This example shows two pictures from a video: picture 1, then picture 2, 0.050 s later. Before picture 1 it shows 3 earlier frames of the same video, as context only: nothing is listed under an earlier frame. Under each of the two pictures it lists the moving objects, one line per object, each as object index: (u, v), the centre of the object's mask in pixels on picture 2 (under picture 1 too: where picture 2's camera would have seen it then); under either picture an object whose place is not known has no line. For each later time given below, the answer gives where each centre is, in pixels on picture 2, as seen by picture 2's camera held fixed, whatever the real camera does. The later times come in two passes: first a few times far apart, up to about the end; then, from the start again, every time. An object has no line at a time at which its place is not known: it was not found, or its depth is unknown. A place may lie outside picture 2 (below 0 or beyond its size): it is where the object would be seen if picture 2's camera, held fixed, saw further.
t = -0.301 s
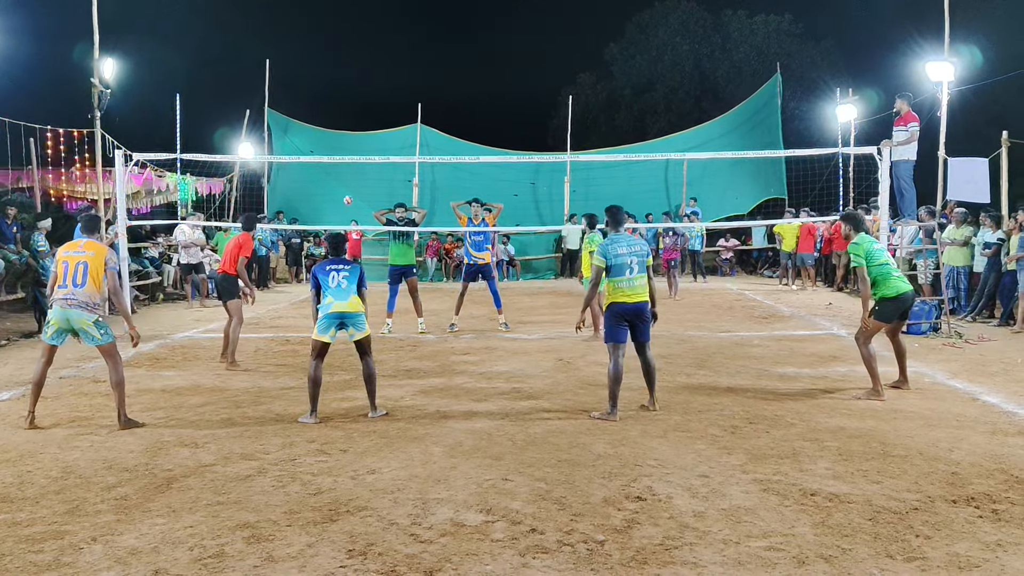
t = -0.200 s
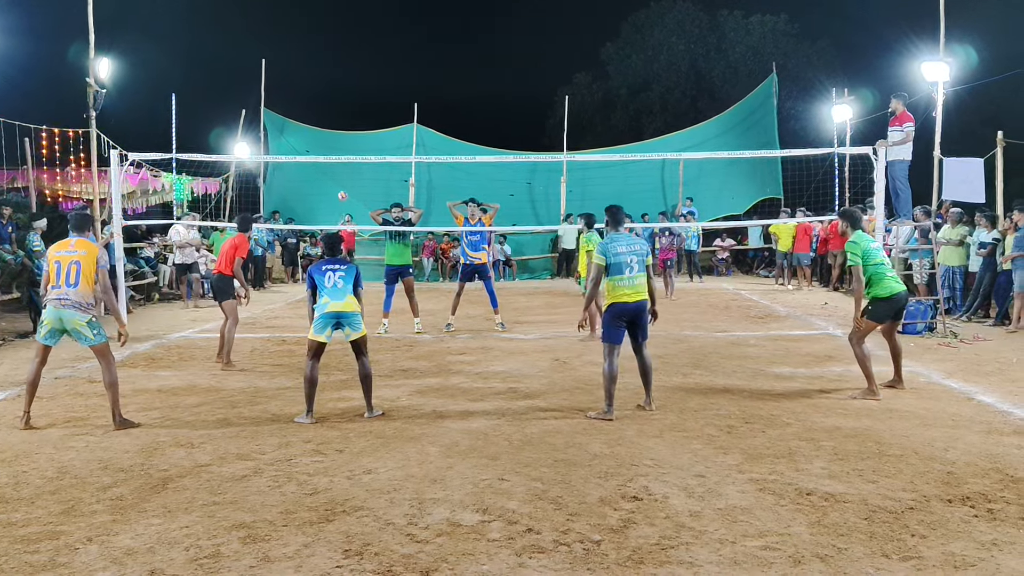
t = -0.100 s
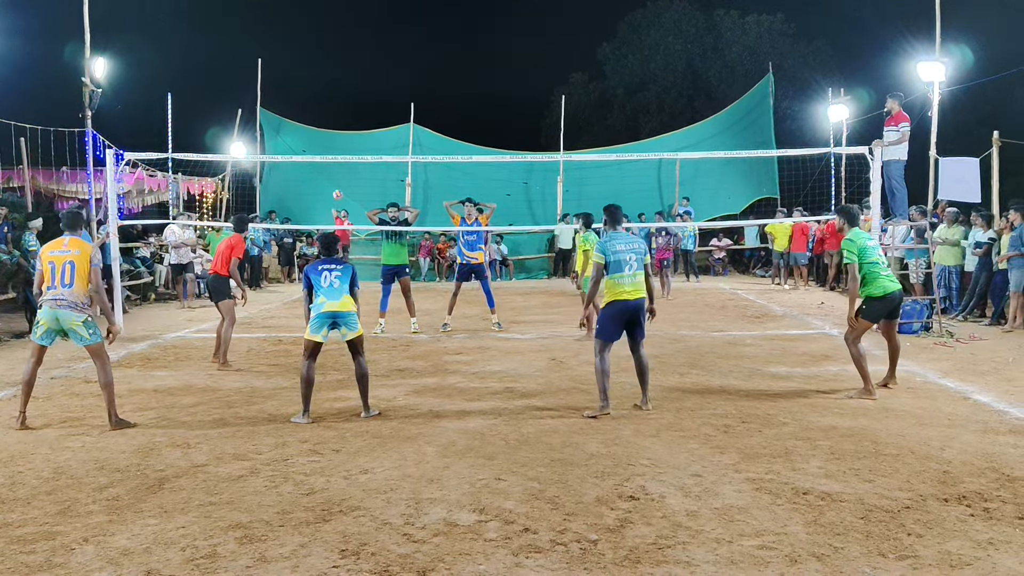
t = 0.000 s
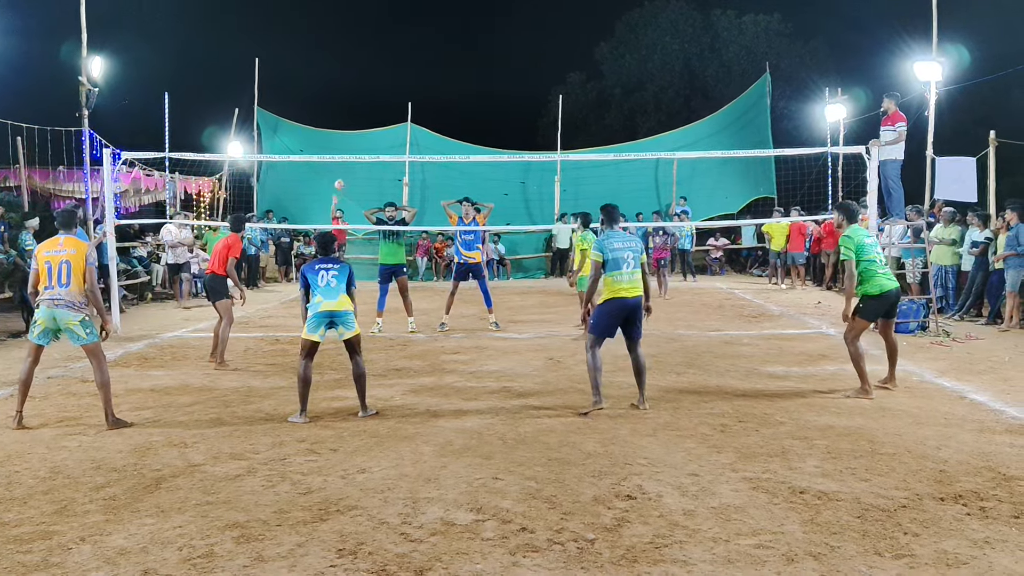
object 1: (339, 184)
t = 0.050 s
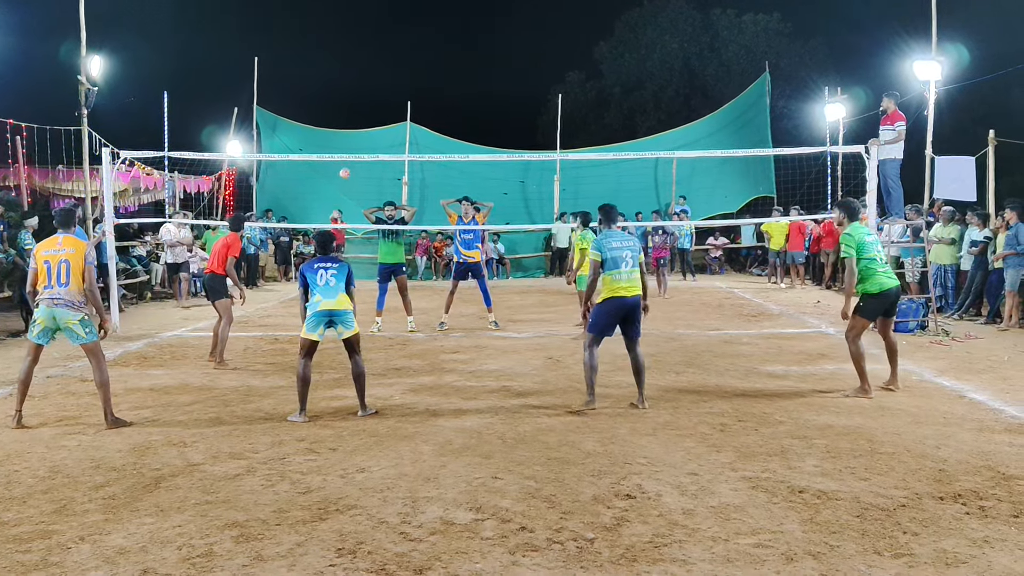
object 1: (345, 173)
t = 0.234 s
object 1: (371, 136)
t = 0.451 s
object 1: (416, 100)
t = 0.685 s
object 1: (481, 79)
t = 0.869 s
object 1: (550, 87)
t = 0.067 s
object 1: (347, 170)
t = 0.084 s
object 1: (349, 166)
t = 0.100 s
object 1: (350, 164)
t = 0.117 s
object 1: (354, 161)
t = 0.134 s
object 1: (355, 153)
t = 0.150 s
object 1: (358, 152)
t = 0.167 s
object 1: (360, 149)
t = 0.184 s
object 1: (363, 146)
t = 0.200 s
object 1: (365, 143)
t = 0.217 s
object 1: (368, 140)
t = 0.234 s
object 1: (371, 136)
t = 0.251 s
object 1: (374, 133)
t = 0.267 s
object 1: (378, 129)
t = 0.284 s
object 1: (380, 127)
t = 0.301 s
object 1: (383, 124)
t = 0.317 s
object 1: (387, 120)
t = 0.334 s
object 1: (390, 118)
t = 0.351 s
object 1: (394, 115)
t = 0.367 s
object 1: (397, 112)
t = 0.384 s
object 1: (401, 110)
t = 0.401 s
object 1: (405, 107)
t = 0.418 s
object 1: (409, 105)
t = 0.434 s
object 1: (412, 102)
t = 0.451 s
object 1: (416, 100)
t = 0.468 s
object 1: (420, 98)
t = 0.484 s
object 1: (424, 95)
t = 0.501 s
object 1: (428, 93)
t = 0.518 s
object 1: (433, 91)
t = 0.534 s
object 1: (437, 90)
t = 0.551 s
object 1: (441, 88)
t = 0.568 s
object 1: (446, 86)
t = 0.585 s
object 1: (450, 85)
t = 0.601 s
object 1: (455, 84)
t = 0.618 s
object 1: (460, 83)
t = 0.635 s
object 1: (465, 81)
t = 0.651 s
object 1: (470, 81)
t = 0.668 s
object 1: (476, 80)
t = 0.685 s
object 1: (481, 79)
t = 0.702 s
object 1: (486, 79)
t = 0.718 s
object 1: (492, 79)
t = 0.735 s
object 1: (498, 79)
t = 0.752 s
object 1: (504, 79)
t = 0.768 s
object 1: (510, 79)
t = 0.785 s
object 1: (516, 80)
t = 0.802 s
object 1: (523, 81)
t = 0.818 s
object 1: (529, 82)
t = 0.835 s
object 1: (536, 83)
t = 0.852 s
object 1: (543, 85)
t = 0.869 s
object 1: (550, 87)
